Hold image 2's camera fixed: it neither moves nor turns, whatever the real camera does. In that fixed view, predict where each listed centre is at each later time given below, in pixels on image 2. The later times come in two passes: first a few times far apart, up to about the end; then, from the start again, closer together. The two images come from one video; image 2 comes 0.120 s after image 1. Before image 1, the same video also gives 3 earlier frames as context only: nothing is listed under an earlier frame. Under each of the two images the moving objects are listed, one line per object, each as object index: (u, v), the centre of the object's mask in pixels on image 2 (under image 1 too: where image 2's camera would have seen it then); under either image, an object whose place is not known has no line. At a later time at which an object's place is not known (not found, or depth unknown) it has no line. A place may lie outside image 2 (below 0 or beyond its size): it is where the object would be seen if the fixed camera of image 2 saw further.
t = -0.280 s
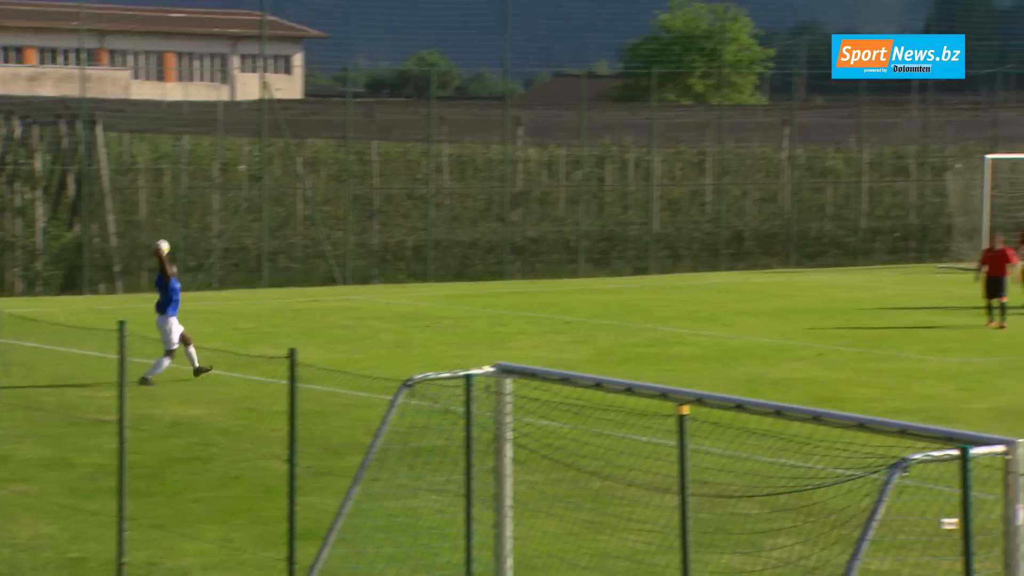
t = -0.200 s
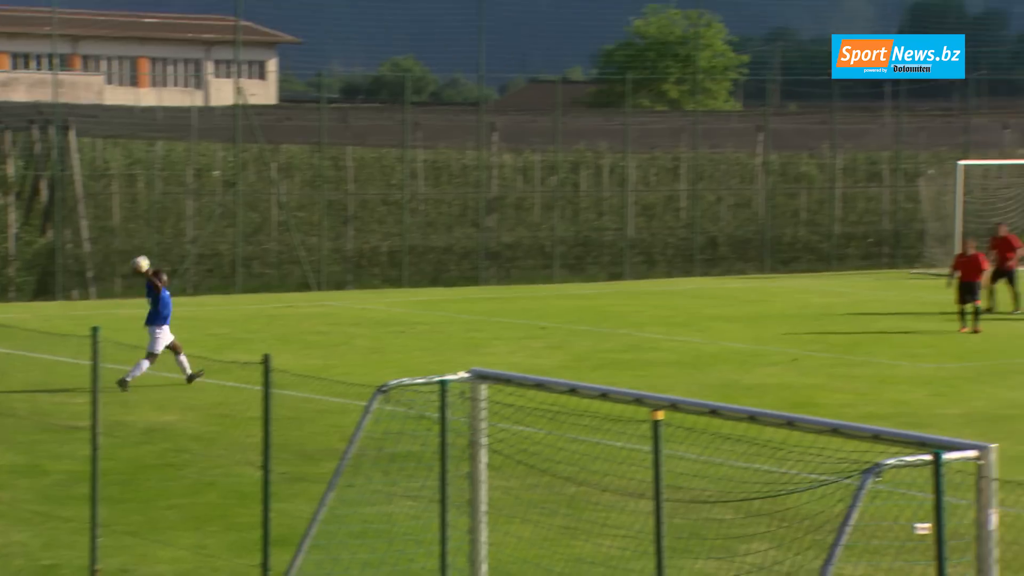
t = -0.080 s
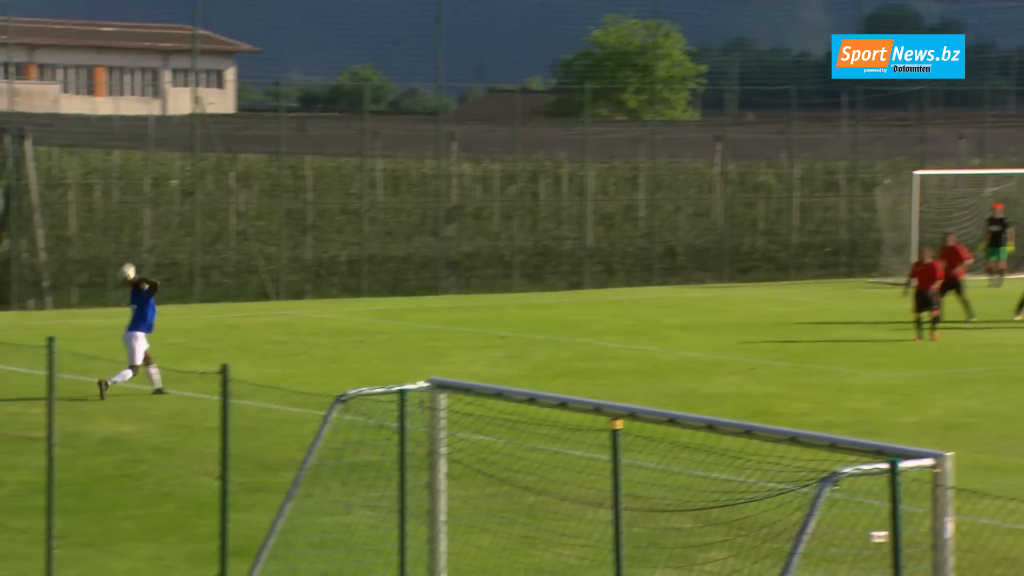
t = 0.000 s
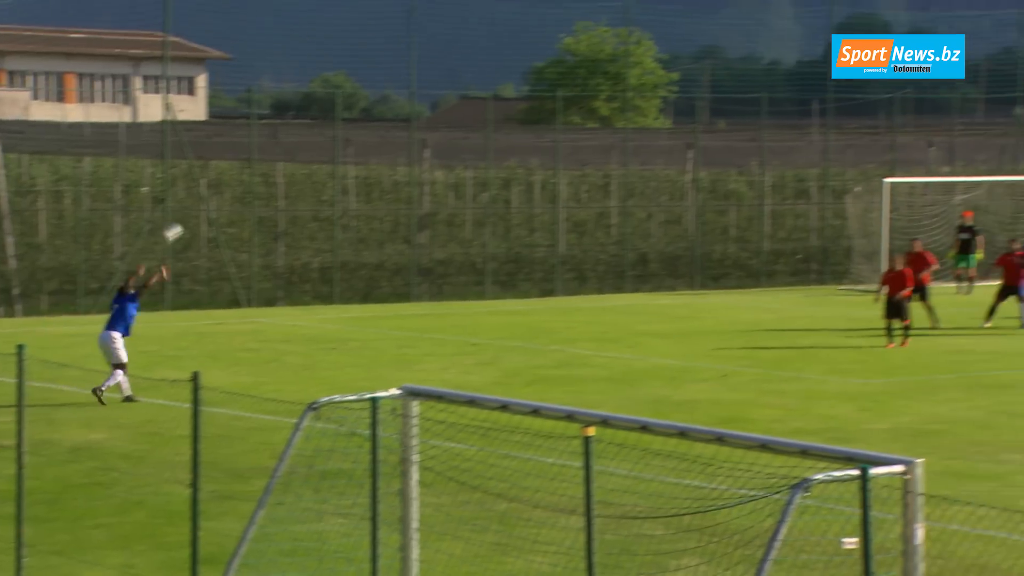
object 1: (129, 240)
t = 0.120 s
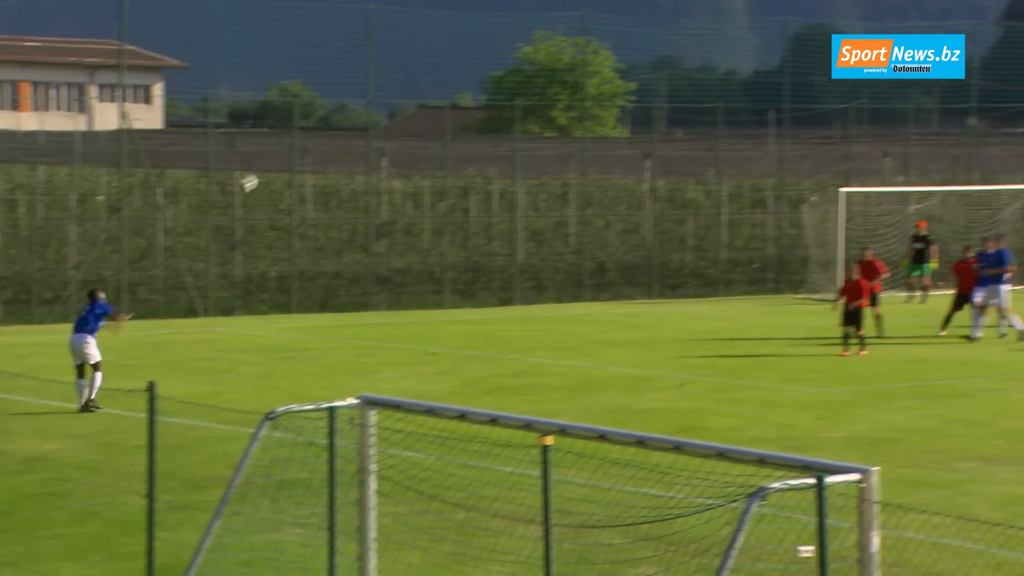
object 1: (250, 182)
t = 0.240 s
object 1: (356, 136)
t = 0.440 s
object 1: (511, 87)
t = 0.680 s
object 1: (670, 64)
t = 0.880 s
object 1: (785, 70)
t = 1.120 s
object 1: (909, 104)
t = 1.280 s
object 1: (986, 139)
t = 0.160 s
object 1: (286, 165)
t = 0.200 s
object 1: (322, 150)
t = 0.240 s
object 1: (356, 136)
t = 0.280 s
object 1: (389, 124)
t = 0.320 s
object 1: (421, 113)
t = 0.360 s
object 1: (452, 102)
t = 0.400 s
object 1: (482, 94)
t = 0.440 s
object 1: (511, 87)
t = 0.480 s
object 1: (540, 80)
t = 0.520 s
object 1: (568, 74)
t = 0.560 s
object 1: (594, 69)
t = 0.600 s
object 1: (620, 67)
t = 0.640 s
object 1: (645, 65)
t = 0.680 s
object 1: (670, 64)
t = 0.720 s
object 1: (694, 63)
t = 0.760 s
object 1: (717, 64)
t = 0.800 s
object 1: (742, 63)
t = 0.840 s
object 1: (764, 66)
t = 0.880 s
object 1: (785, 70)
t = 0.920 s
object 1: (806, 74)
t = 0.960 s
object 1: (828, 78)
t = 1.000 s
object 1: (849, 84)
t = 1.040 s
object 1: (869, 90)
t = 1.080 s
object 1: (889, 97)
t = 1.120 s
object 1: (909, 104)
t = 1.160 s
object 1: (928, 113)
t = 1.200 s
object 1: (947, 122)
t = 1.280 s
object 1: (986, 139)
